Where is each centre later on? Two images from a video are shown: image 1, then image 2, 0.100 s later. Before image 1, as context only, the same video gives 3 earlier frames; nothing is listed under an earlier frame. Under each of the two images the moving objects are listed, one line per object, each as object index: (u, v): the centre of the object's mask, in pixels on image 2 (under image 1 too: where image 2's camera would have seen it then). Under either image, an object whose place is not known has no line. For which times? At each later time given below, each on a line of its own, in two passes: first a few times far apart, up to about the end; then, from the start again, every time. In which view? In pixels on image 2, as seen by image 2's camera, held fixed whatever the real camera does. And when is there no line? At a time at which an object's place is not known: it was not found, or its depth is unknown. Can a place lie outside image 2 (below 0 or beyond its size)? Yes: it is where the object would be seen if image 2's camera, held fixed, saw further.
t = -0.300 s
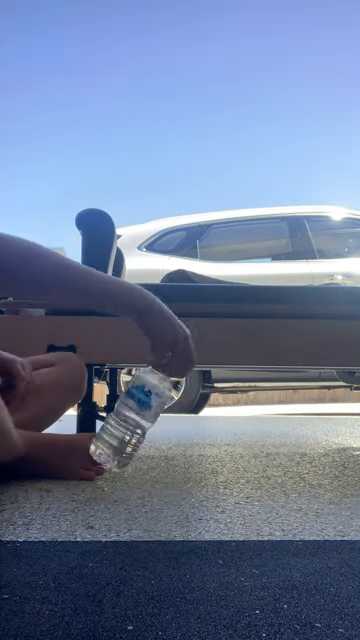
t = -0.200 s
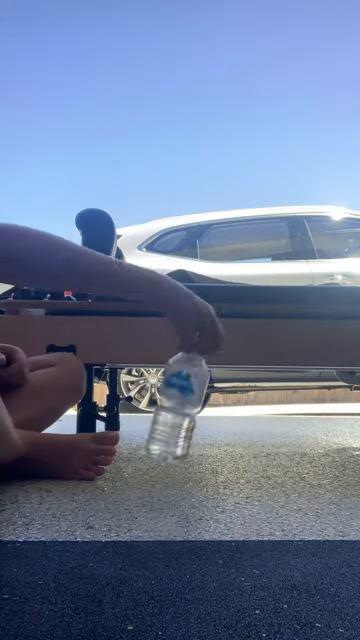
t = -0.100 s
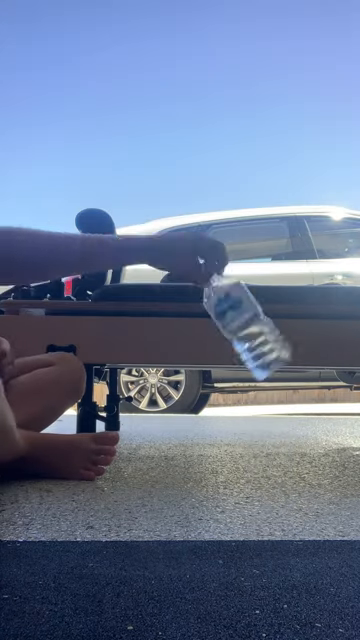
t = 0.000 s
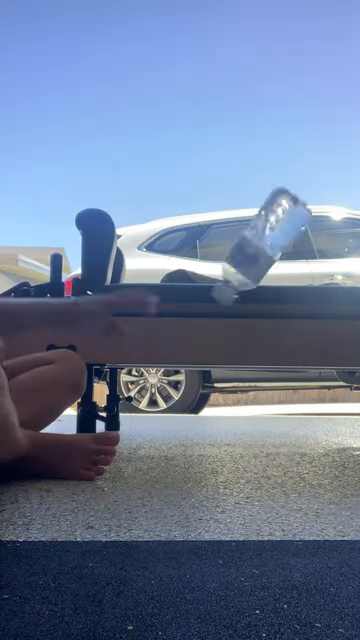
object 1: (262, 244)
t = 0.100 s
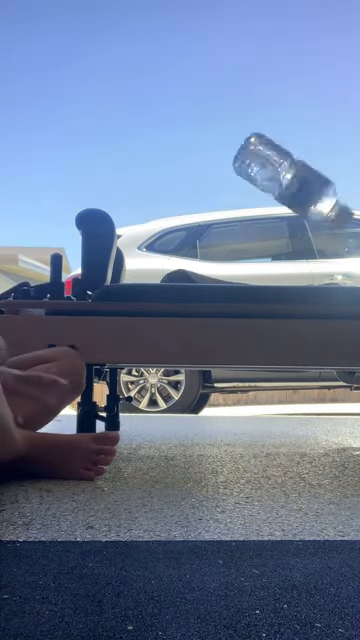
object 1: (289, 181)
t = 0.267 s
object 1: (289, 240)
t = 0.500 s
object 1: (273, 441)
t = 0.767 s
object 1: (245, 440)
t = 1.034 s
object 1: (237, 442)
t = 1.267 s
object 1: (237, 441)
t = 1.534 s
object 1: (237, 441)
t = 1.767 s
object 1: (237, 442)
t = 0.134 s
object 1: (291, 174)
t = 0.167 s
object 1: (290, 178)
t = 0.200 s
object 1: (291, 189)
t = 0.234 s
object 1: (292, 209)
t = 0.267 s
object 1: (289, 240)
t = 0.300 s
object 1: (282, 284)
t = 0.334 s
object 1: (284, 328)
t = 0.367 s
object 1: (282, 385)
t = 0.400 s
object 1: (279, 441)
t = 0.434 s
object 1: (277, 440)
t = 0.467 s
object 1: (275, 440)
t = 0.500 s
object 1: (273, 441)
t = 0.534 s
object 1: (271, 438)
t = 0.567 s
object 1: (269, 438)
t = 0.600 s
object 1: (267, 439)
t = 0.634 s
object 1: (266, 438)
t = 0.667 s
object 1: (263, 439)
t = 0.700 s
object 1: (259, 440)
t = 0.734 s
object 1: (249, 440)
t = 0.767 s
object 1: (245, 440)
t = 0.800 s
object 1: (244, 441)
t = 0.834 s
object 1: (242, 441)
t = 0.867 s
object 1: (239, 441)
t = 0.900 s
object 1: (239, 442)
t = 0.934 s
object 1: (237, 441)
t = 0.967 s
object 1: (237, 441)
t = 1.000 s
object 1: (237, 441)
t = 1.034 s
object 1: (237, 442)
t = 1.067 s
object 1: (237, 442)
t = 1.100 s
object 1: (237, 442)
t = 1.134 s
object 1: (237, 441)
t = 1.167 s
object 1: (237, 442)
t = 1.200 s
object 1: (237, 442)
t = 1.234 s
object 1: (237, 441)
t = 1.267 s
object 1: (237, 441)
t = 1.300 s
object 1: (237, 441)
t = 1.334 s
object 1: (237, 442)
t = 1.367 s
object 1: (237, 442)
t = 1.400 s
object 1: (237, 442)
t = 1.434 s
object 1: (237, 441)
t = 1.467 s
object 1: (237, 442)
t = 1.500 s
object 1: (237, 442)
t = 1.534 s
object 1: (237, 441)
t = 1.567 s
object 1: (237, 441)
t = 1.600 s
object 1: (237, 442)
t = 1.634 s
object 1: (237, 442)
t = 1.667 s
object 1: (237, 441)
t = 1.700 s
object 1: (237, 441)
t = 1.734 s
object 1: (237, 442)
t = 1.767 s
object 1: (237, 442)
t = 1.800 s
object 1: (237, 441)
